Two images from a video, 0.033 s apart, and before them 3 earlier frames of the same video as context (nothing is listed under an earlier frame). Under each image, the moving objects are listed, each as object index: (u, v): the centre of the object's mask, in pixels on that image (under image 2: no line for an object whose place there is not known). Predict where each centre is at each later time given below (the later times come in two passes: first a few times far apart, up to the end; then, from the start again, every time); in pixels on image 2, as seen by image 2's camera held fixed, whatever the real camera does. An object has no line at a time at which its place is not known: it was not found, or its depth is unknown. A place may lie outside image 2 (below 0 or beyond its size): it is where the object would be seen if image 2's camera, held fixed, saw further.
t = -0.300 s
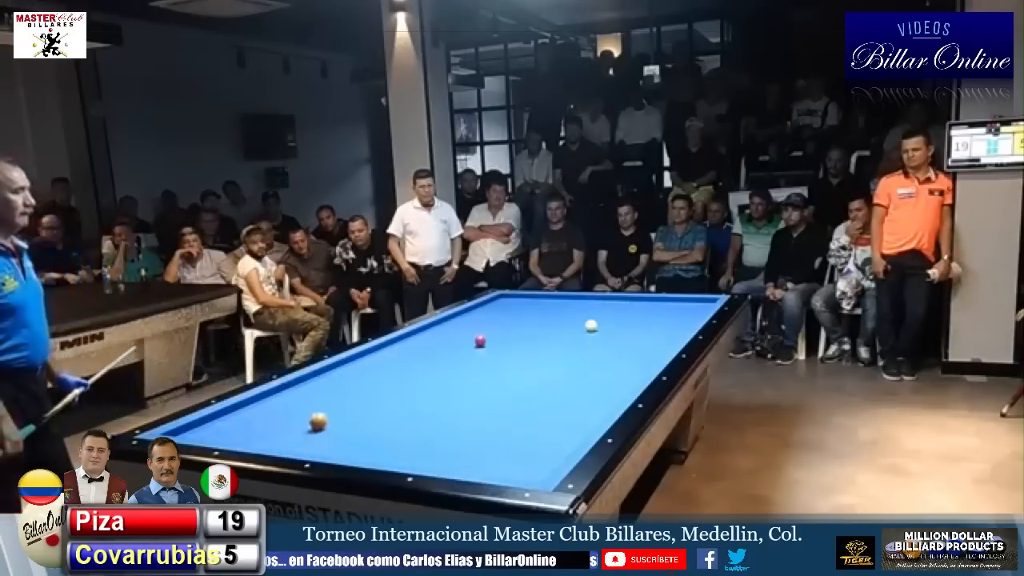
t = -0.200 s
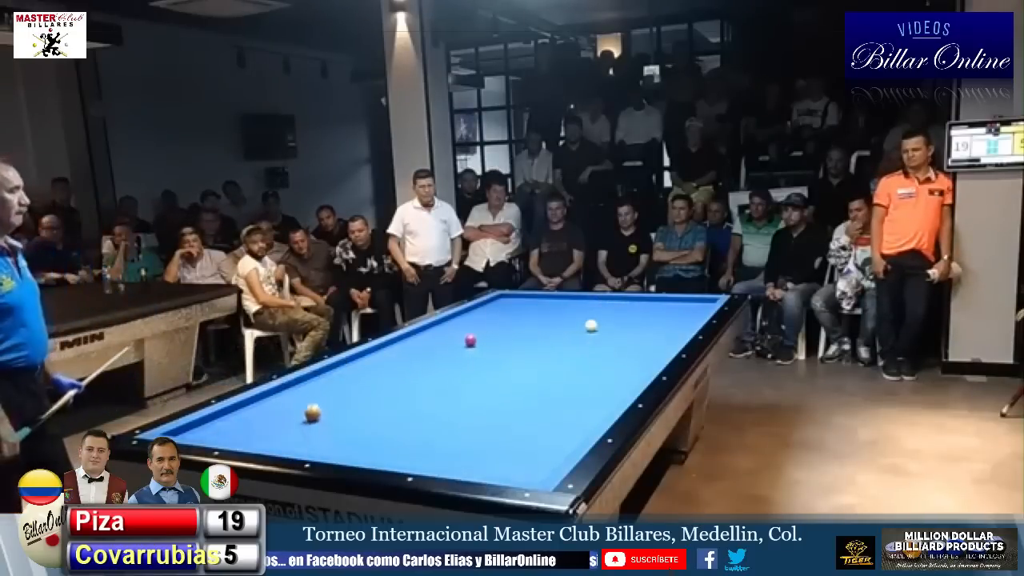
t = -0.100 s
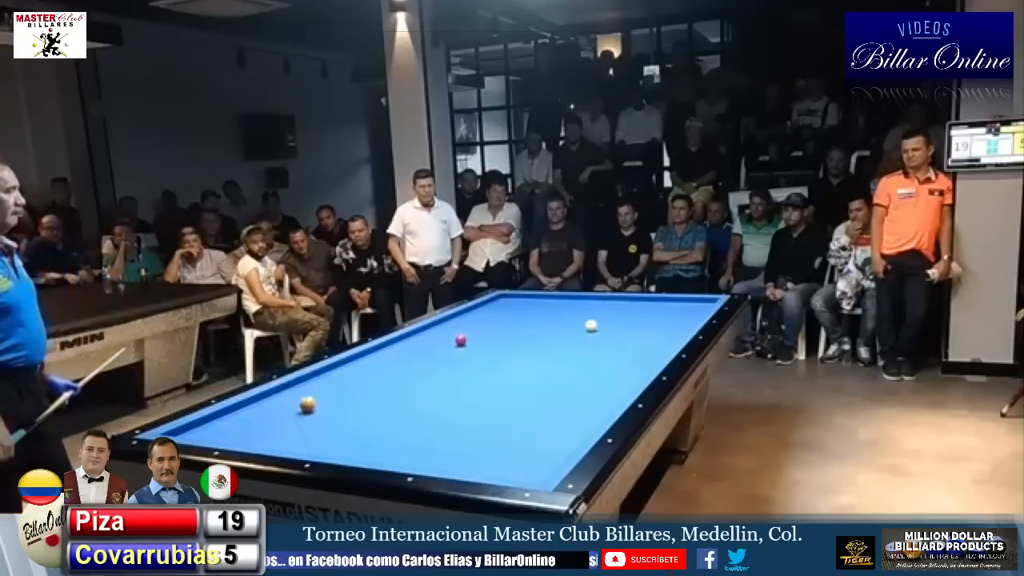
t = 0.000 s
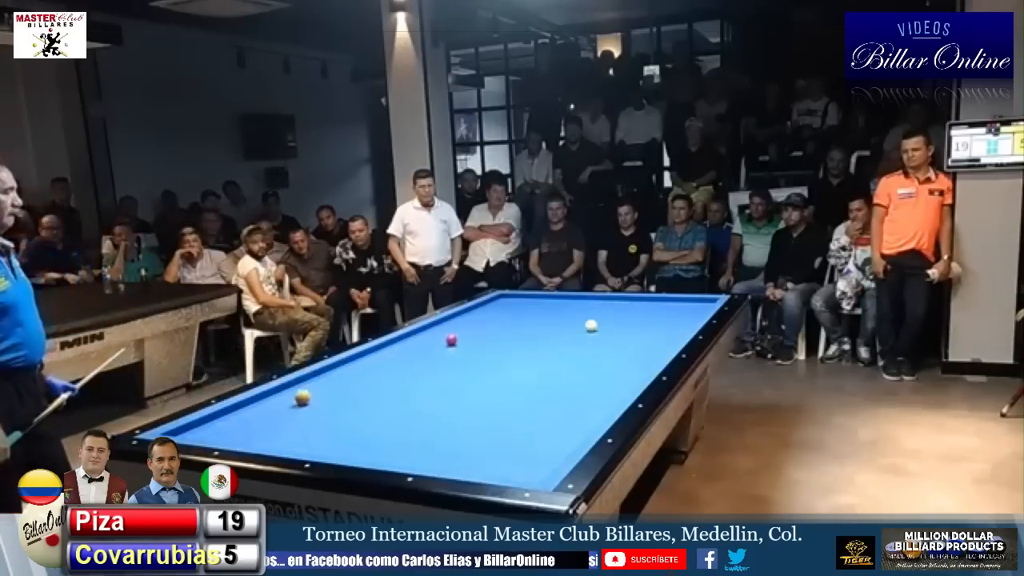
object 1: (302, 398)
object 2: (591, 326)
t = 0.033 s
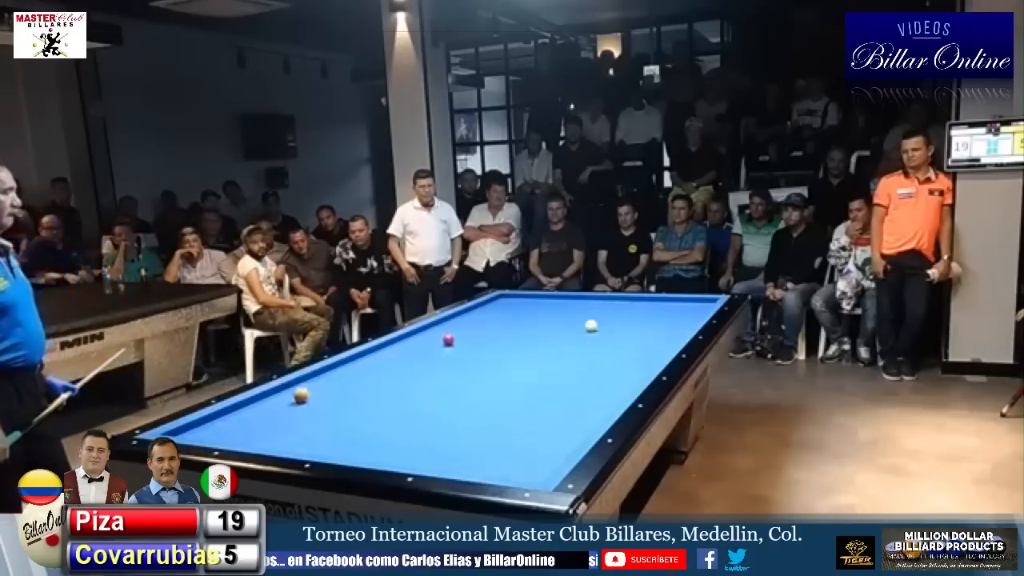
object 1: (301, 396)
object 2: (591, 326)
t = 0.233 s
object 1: (296, 383)
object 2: (591, 326)
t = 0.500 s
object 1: (352, 372)
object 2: (591, 326)
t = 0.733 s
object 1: (395, 363)
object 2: (591, 326)
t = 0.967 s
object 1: (434, 354)
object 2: (591, 326)
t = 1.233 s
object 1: (476, 346)
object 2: (591, 326)
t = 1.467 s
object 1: (509, 339)
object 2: (591, 326)
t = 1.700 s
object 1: (540, 332)
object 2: (591, 326)
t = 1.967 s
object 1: (573, 325)
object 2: (591, 326)
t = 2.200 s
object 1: (601, 320)
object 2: (591, 326)
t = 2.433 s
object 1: (627, 314)
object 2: (591, 326)
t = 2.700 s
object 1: (654, 309)
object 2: (591, 326)
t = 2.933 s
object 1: (676, 304)
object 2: (591, 326)
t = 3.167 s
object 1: (698, 300)
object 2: (591, 326)
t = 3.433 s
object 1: (709, 300)
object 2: (591, 326)
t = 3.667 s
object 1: (697, 303)
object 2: (591, 325)
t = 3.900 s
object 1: (683, 306)
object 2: (592, 325)
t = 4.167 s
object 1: (669, 309)
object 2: (592, 325)
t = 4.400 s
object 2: (592, 325)
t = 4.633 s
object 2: (592, 325)
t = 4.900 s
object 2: (592, 325)
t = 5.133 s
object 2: (592, 326)
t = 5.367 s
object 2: (591, 325)
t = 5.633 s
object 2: (589, 326)
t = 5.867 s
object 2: (585, 328)
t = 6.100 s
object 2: (581, 330)
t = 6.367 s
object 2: (577, 331)
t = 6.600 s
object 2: (574, 333)
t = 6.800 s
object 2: (571, 334)
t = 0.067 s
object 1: (299, 393)
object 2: (591, 326)
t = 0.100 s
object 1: (298, 391)
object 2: (591, 326)
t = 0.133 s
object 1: (296, 389)
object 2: (591, 326)
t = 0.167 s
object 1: (294, 387)
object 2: (591, 326)
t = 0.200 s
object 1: (293, 385)
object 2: (591, 326)
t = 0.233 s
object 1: (296, 383)
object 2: (591, 326)
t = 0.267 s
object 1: (304, 381)
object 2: (591, 326)
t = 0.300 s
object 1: (312, 379)
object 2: (591, 326)
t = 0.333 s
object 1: (319, 378)
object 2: (591, 326)
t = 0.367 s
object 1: (326, 377)
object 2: (591, 326)
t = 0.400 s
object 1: (333, 376)
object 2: (591, 326)
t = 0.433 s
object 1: (339, 374)
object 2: (591, 326)
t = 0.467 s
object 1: (346, 373)
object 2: (591, 326)
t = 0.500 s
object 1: (352, 372)
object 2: (591, 326)
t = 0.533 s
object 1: (358, 370)
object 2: (591, 326)
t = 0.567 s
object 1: (365, 369)
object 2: (591, 326)
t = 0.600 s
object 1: (371, 367)
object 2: (591, 326)
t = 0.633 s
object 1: (377, 366)
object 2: (591, 326)
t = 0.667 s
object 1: (383, 365)
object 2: (591, 326)
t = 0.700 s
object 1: (389, 364)
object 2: (591, 326)
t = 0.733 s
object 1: (395, 363)
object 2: (591, 326)
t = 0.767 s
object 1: (401, 361)
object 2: (591, 326)
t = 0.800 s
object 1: (407, 360)
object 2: (591, 326)
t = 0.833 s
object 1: (412, 359)
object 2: (591, 326)
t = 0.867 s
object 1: (418, 358)
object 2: (591, 326)
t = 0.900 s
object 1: (424, 356)
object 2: (591, 326)
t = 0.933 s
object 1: (429, 355)
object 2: (591, 326)
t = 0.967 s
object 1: (434, 354)
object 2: (591, 326)
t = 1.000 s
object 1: (440, 353)
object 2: (591, 326)
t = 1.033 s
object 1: (444, 352)
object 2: (591, 326)
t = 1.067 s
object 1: (450, 351)
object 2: (591, 326)
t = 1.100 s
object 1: (456, 350)
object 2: (591, 326)
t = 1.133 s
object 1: (461, 349)
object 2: (591, 326)
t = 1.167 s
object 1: (466, 348)
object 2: (591, 326)
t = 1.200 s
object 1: (471, 346)
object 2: (591, 326)
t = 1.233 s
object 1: (476, 346)
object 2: (591, 326)
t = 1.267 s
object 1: (480, 345)
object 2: (591, 326)
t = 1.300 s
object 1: (485, 343)
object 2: (591, 326)
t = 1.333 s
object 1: (491, 342)
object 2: (591, 326)
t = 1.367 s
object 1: (495, 341)
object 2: (591, 326)
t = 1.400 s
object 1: (500, 341)
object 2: (591, 326)
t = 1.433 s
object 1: (504, 340)
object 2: (591, 326)
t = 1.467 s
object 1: (509, 339)
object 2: (591, 326)
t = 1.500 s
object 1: (514, 338)
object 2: (591, 326)
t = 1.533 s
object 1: (518, 337)
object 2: (591, 326)
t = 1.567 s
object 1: (523, 336)
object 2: (591, 326)
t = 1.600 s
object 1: (527, 335)
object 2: (591, 326)
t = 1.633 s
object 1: (531, 334)
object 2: (591, 326)
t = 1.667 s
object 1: (536, 333)
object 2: (591, 326)
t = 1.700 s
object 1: (540, 332)
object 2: (591, 326)
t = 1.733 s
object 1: (545, 331)
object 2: (591, 326)
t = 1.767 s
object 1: (549, 330)
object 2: (591, 326)
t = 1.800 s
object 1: (553, 329)
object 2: (591, 326)
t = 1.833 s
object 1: (557, 328)
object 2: (591, 326)
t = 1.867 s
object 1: (562, 328)
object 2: (591, 326)
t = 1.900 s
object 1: (566, 327)
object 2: (591, 326)
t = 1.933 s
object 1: (569, 326)
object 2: (591, 326)
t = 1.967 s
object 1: (573, 325)
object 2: (591, 326)
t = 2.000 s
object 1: (577, 324)
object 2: (591, 326)
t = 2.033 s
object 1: (580, 323)
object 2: (592, 326)
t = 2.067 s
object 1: (583, 322)
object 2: (592, 326)
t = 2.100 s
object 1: (589, 318)
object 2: (591, 327)
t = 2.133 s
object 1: (594, 317)
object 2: (591, 326)
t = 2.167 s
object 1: (598, 319)
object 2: (591, 326)
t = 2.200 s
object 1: (601, 320)
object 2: (591, 326)
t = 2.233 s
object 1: (605, 319)
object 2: (591, 326)
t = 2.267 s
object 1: (608, 318)
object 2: (591, 326)
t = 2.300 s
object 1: (612, 317)
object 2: (591, 325)
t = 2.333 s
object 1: (616, 316)
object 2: (591, 326)
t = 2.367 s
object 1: (619, 316)
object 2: (591, 326)
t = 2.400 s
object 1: (623, 315)
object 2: (591, 326)
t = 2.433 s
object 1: (627, 314)
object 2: (591, 326)
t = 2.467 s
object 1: (630, 313)
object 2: (591, 326)
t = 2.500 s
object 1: (634, 313)
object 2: (591, 326)
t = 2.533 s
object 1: (637, 312)
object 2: (591, 326)
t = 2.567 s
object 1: (641, 311)
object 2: (591, 326)
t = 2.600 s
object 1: (644, 311)
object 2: (591, 326)
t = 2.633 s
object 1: (648, 310)
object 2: (591, 326)
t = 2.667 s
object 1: (651, 310)
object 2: (591, 326)
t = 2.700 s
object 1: (654, 309)
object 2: (591, 326)
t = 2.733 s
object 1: (657, 308)
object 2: (591, 326)
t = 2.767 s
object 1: (660, 307)
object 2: (591, 326)
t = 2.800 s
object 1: (664, 307)
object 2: (591, 326)
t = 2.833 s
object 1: (667, 306)
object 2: (591, 326)
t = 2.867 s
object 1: (670, 305)
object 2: (591, 326)
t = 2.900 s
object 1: (673, 304)
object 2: (591, 326)
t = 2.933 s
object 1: (676, 304)
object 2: (591, 326)
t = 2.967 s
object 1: (679, 303)
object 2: (591, 326)
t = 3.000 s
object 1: (683, 302)
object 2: (591, 326)
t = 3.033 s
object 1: (686, 302)
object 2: (591, 326)
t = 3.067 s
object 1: (689, 302)
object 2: (591, 326)
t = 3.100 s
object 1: (692, 301)
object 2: (591, 326)
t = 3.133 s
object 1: (695, 300)
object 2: (591, 326)
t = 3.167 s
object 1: (698, 300)
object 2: (591, 326)
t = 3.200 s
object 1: (701, 299)
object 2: (591, 326)
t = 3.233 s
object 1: (703, 299)
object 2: (591, 326)
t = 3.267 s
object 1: (706, 299)
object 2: (591, 326)
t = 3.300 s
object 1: (708, 299)
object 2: (591, 326)
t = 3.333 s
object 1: (710, 300)
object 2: (591, 326)
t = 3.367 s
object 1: (711, 300)
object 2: (591, 325)
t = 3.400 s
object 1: (711, 300)
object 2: (591, 326)
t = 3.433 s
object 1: (709, 300)
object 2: (591, 326)
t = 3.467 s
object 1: (707, 301)
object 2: (591, 326)
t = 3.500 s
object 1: (706, 301)
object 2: (591, 326)
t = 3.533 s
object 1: (703, 302)
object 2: (591, 326)
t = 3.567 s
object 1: (702, 302)
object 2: (591, 326)
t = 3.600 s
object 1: (700, 303)
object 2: (591, 325)
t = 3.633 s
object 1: (698, 303)
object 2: (591, 325)
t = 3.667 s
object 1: (697, 303)
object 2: (591, 325)
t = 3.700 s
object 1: (695, 304)
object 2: (591, 326)
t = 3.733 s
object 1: (693, 304)
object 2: (591, 326)
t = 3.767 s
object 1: (691, 304)
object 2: (591, 326)
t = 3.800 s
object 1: (689, 305)
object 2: (591, 325)
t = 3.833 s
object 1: (687, 305)
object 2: (591, 325)
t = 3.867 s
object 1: (685, 306)
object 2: (592, 325)
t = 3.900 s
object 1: (683, 306)
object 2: (592, 325)
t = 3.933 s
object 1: (681, 307)
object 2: (592, 325)
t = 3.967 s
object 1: (680, 307)
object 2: (592, 325)
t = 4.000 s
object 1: (678, 307)
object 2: (592, 325)
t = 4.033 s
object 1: (676, 308)
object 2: (592, 325)
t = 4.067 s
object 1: (674, 308)
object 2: (592, 325)
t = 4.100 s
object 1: (672, 308)
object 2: (592, 325)
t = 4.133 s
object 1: (670, 309)
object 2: (592, 325)
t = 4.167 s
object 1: (669, 309)
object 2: (592, 325)
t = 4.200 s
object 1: (667, 310)
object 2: (592, 325)
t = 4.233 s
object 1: (665, 310)
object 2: (592, 325)
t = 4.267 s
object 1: (663, 310)
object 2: (592, 325)
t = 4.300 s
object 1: (661, 310)
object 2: (592, 325)
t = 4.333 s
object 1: (660, 311)
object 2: (592, 325)
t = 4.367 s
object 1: (658, 311)
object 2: (592, 325)
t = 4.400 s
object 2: (592, 325)
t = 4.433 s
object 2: (592, 325)
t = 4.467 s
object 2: (592, 325)
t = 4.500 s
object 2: (592, 325)
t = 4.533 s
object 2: (592, 325)
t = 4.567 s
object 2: (592, 325)
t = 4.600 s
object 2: (592, 325)
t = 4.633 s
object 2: (592, 325)
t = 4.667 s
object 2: (592, 325)
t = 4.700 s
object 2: (592, 325)
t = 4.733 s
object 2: (592, 325)
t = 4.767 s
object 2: (592, 325)
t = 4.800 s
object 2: (592, 325)
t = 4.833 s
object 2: (592, 325)
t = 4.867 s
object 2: (592, 325)
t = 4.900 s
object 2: (592, 325)
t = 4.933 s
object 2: (592, 325)
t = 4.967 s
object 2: (592, 325)
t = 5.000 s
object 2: (592, 325)
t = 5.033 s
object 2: (592, 325)
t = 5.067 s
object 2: (592, 326)
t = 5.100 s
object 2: (592, 326)
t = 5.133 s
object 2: (592, 326)
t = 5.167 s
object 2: (592, 326)
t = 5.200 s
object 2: (592, 325)
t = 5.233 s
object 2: (591, 325)
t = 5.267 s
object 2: (591, 325)
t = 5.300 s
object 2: (591, 325)
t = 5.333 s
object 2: (591, 325)
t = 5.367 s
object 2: (591, 325)
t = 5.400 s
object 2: (591, 326)
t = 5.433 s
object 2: (591, 326)
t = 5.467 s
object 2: (591, 326)
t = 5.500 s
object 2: (591, 326)
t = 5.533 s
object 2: (591, 326)
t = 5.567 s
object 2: (590, 326)
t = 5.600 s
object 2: (590, 326)
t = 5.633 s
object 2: (589, 326)
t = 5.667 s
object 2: (589, 326)
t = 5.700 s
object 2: (588, 327)
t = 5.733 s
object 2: (587, 327)
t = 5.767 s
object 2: (587, 327)
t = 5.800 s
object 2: (586, 327)
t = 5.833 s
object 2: (586, 328)
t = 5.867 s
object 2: (585, 328)
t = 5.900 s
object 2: (584, 328)
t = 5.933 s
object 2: (584, 328)
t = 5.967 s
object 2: (583, 329)
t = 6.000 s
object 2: (583, 329)
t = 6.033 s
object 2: (582, 329)
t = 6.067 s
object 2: (581, 330)
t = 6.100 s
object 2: (581, 330)
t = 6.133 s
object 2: (581, 330)
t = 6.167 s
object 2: (580, 330)
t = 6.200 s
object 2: (579, 330)
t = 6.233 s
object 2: (579, 331)
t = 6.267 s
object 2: (579, 331)
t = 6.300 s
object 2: (578, 331)
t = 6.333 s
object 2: (578, 331)
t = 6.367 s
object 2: (577, 331)
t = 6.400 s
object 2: (577, 331)
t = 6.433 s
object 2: (576, 332)
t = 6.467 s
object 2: (576, 332)
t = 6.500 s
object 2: (576, 332)
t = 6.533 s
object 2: (575, 332)
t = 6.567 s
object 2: (575, 333)
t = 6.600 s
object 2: (574, 333)
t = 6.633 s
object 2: (574, 333)
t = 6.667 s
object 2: (573, 333)
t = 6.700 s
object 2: (573, 333)
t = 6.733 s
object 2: (572, 334)
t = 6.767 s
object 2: (572, 334)
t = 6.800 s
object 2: (571, 334)
